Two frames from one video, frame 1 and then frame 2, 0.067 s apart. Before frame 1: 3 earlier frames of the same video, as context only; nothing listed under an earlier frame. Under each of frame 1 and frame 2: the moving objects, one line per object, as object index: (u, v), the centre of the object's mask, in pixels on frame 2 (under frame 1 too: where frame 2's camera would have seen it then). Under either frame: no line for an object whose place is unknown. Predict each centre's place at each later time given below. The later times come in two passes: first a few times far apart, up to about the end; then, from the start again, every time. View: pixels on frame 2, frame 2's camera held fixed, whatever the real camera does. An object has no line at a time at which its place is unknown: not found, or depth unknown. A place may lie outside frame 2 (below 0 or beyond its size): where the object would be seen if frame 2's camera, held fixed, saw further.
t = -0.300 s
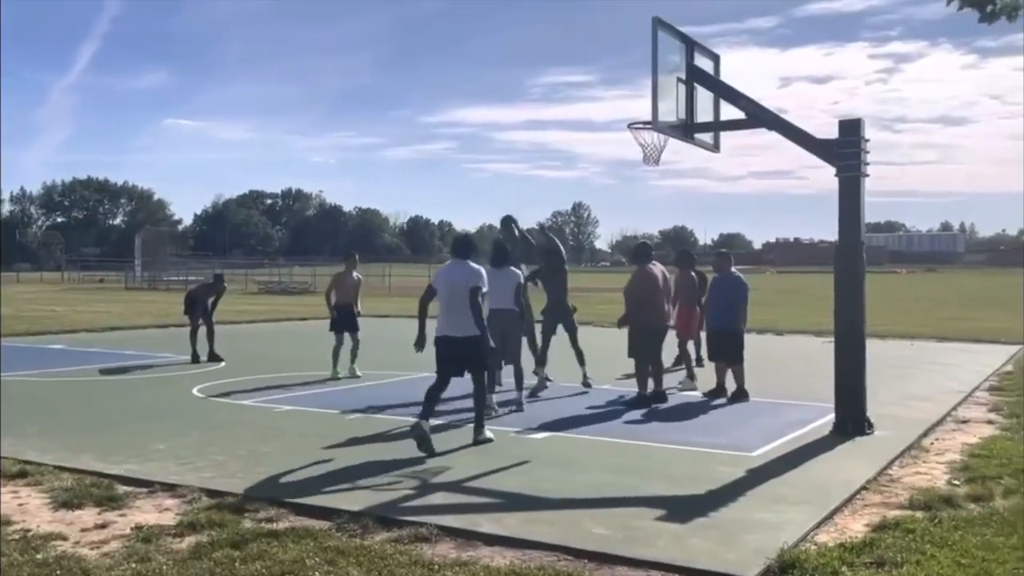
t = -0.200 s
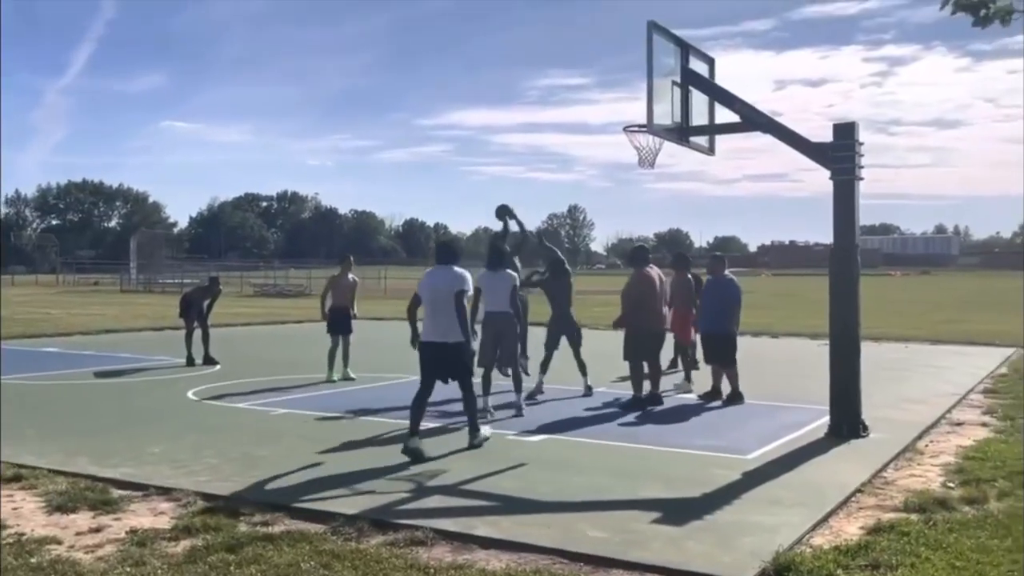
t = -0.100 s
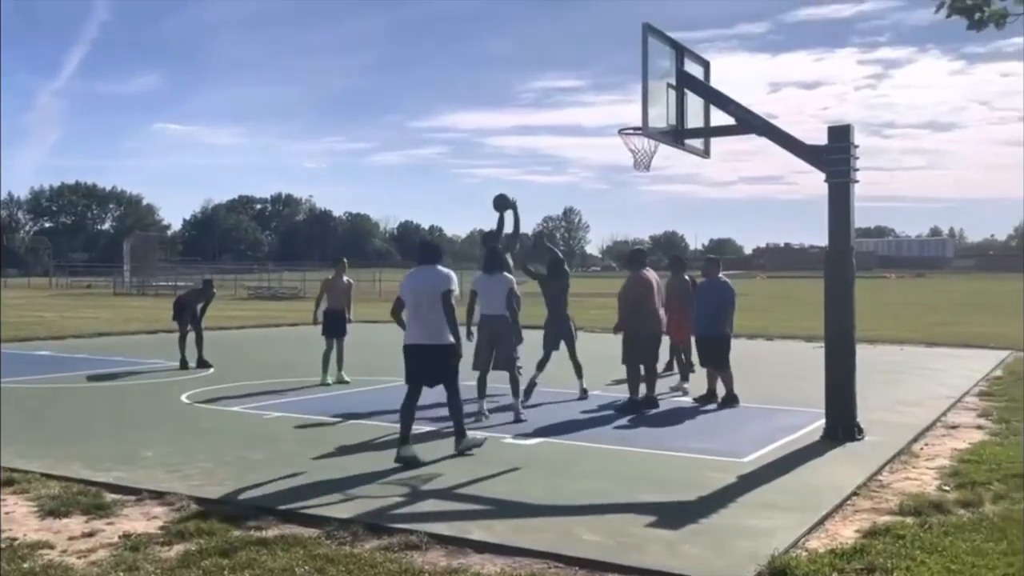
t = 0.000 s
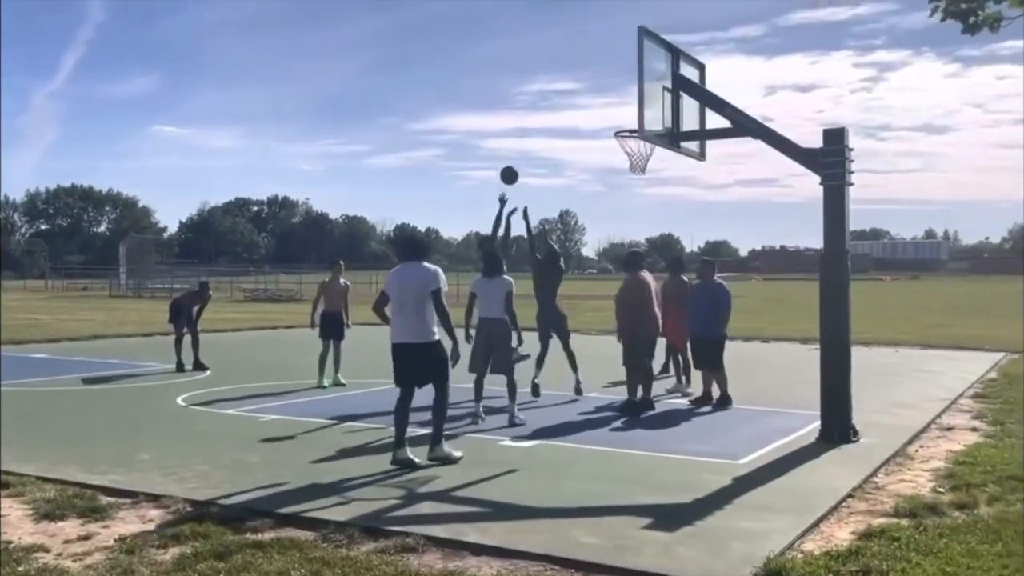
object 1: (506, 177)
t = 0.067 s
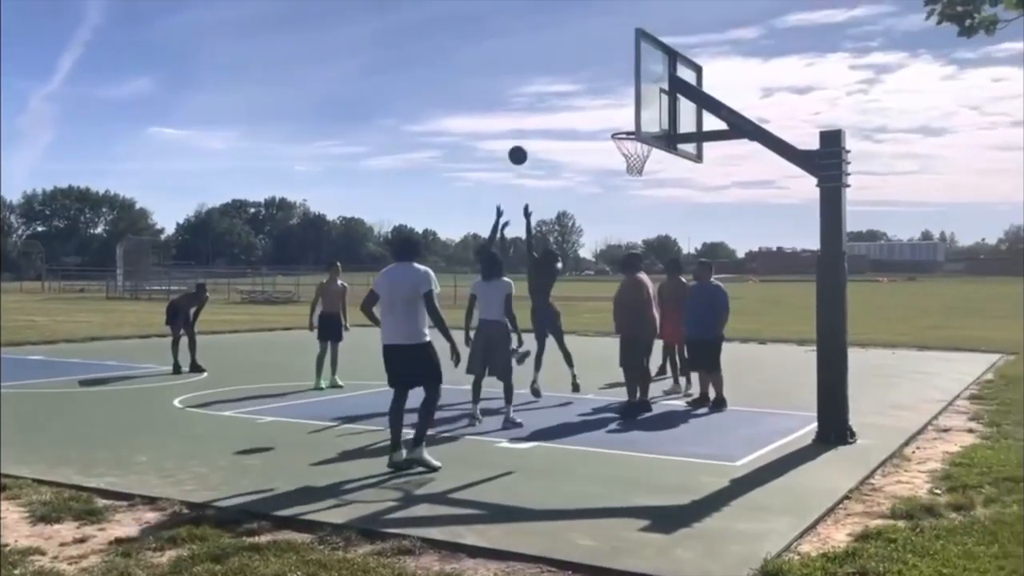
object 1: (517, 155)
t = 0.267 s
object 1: (554, 107)
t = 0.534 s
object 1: (607, 91)
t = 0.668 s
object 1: (635, 106)
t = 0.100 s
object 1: (523, 145)
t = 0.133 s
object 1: (529, 136)
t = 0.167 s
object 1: (535, 128)
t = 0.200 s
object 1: (541, 120)
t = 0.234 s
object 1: (547, 113)
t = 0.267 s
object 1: (554, 107)
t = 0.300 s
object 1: (560, 102)
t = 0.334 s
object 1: (566, 97)
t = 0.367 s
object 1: (573, 94)
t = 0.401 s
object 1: (580, 91)
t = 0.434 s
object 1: (586, 90)
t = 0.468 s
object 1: (593, 89)
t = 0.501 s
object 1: (600, 89)
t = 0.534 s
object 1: (607, 91)
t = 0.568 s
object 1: (615, 93)
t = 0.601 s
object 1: (622, 96)
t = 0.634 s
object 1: (627, 101)
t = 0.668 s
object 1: (635, 106)
